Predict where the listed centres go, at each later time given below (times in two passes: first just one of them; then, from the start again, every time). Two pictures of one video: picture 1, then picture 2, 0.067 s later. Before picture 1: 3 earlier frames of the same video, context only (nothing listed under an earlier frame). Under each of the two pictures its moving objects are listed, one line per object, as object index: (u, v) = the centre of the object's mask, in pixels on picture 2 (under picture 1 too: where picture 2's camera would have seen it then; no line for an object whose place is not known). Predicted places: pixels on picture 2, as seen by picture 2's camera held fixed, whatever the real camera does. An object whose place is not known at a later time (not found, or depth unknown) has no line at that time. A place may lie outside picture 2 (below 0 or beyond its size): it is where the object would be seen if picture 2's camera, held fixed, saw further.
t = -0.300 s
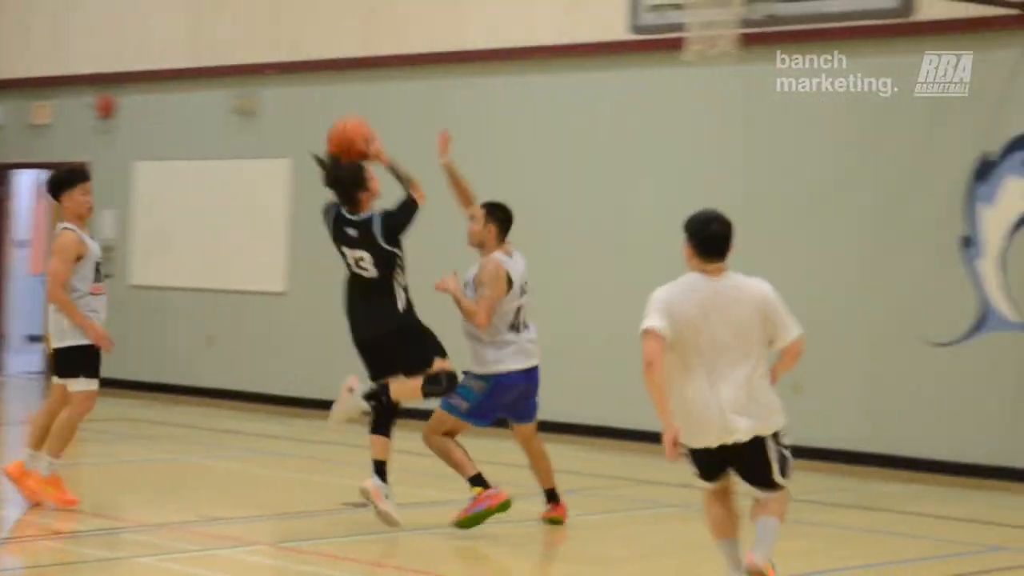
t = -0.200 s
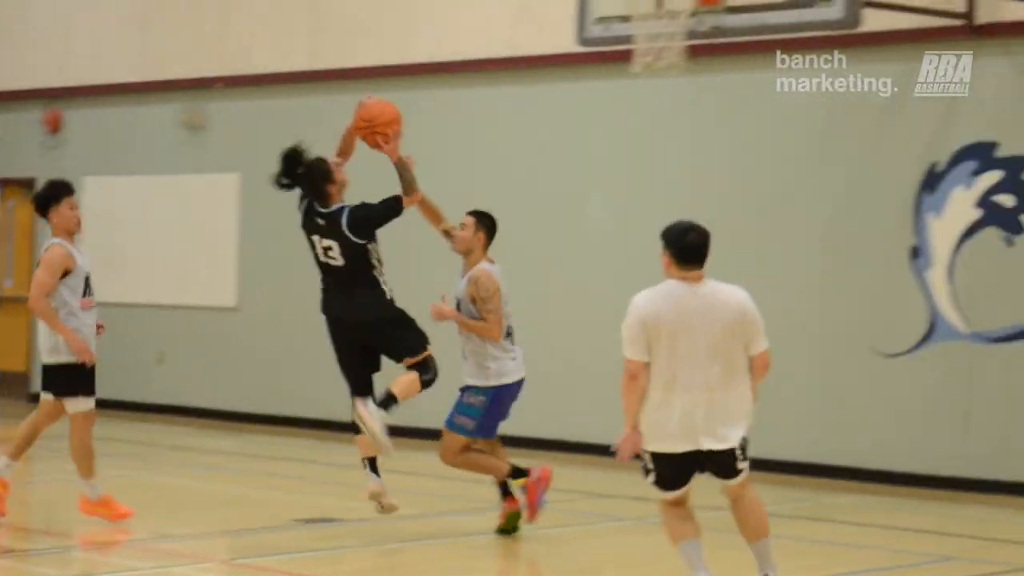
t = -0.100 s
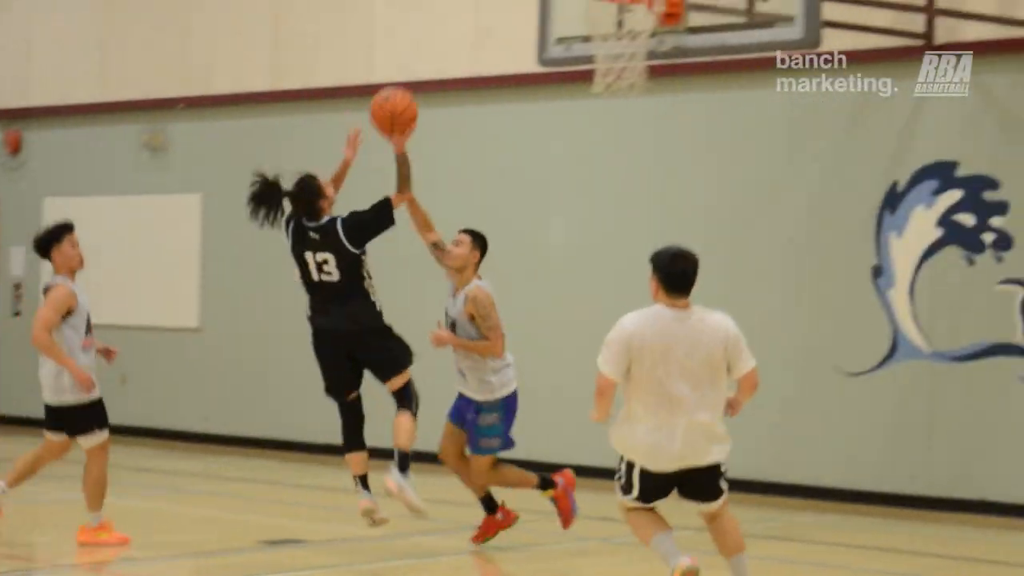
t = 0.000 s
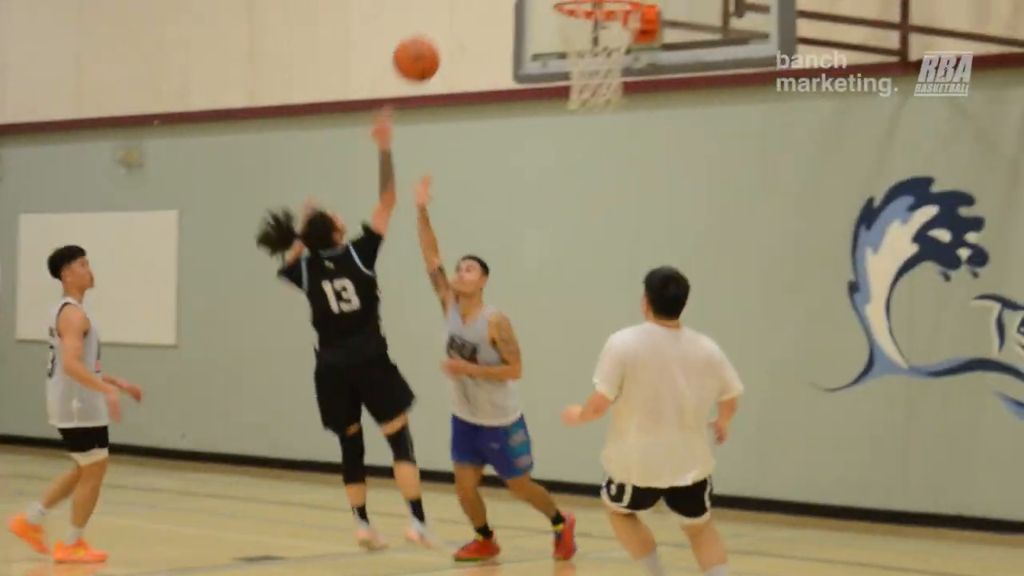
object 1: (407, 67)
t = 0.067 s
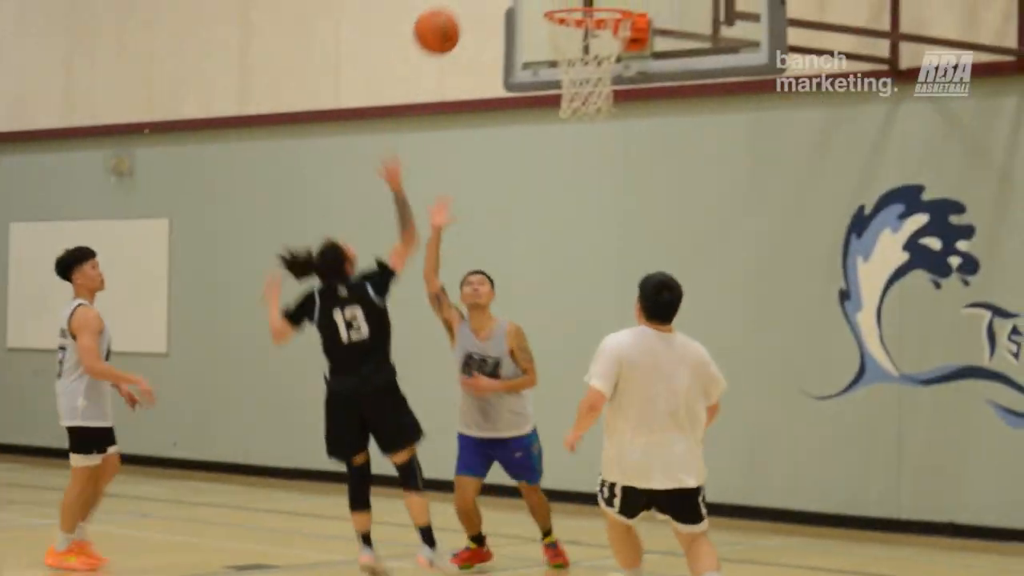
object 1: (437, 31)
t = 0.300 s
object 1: (534, -16)
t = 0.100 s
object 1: (451, 17)
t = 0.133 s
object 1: (466, 8)
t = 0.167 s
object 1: (480, 1)
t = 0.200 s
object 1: (494, -4)
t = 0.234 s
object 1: (508, -9)
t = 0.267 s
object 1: (521, -13)
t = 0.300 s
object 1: (534, -16)
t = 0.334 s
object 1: (548, -18)
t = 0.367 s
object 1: (563, -19)
